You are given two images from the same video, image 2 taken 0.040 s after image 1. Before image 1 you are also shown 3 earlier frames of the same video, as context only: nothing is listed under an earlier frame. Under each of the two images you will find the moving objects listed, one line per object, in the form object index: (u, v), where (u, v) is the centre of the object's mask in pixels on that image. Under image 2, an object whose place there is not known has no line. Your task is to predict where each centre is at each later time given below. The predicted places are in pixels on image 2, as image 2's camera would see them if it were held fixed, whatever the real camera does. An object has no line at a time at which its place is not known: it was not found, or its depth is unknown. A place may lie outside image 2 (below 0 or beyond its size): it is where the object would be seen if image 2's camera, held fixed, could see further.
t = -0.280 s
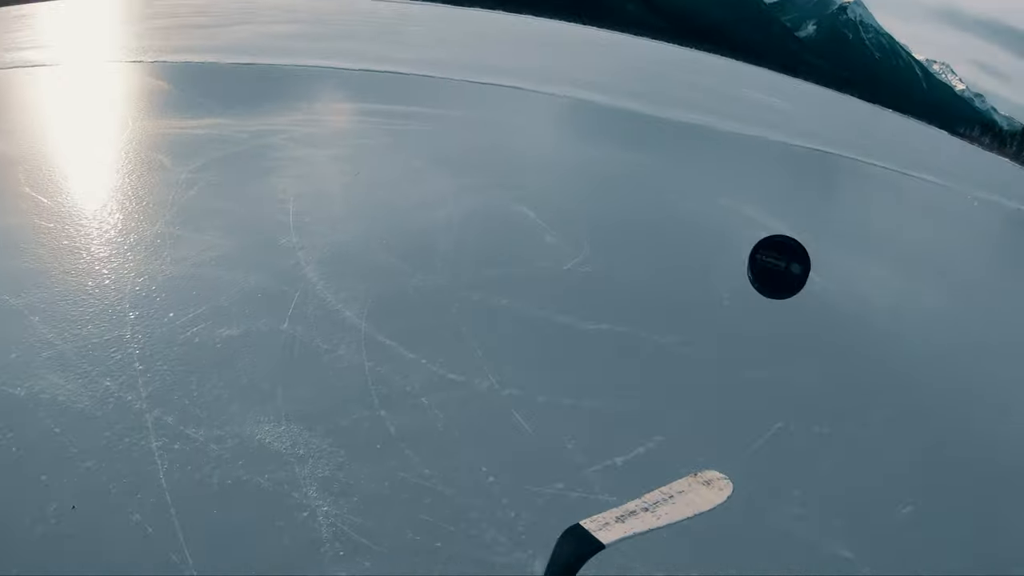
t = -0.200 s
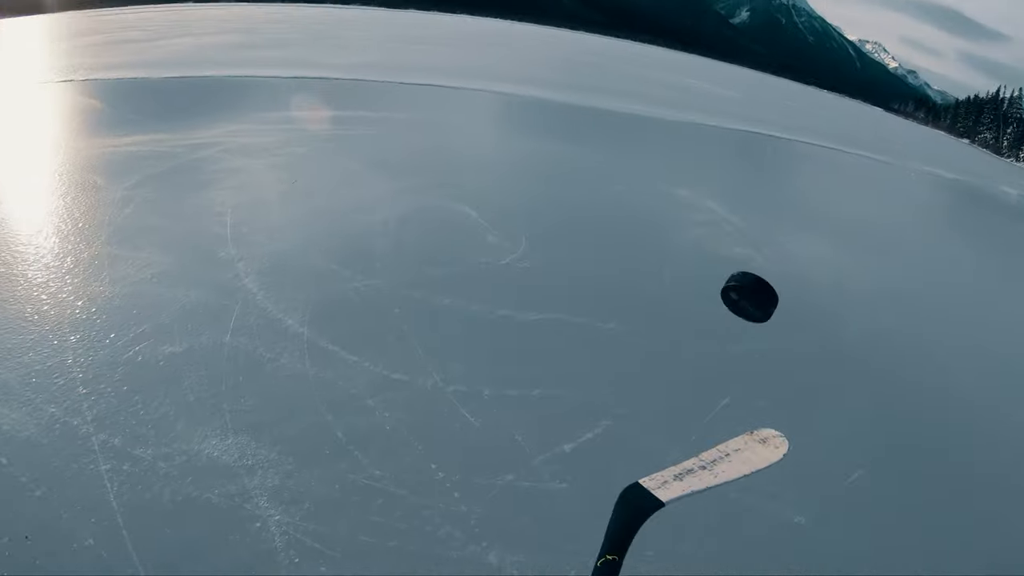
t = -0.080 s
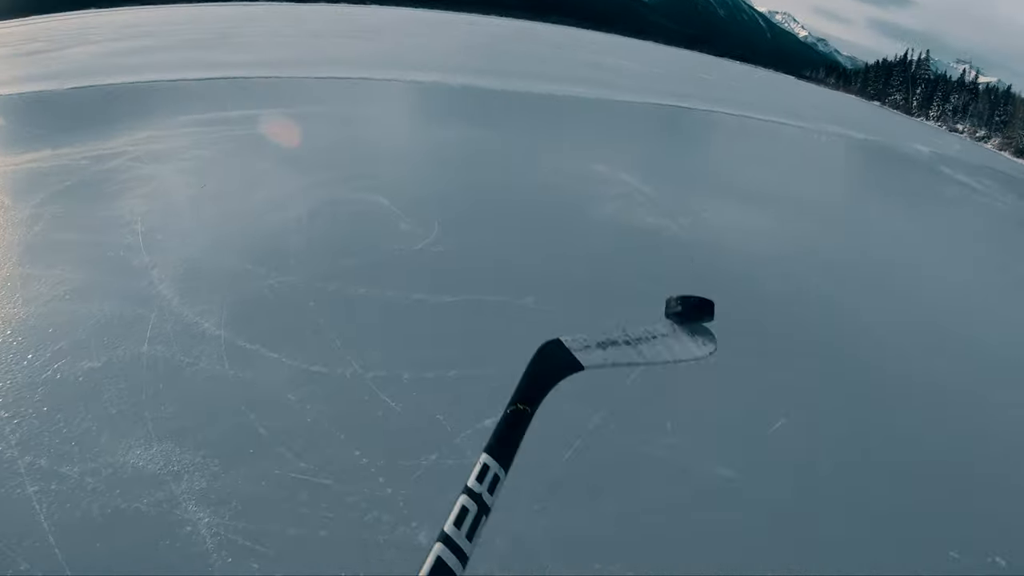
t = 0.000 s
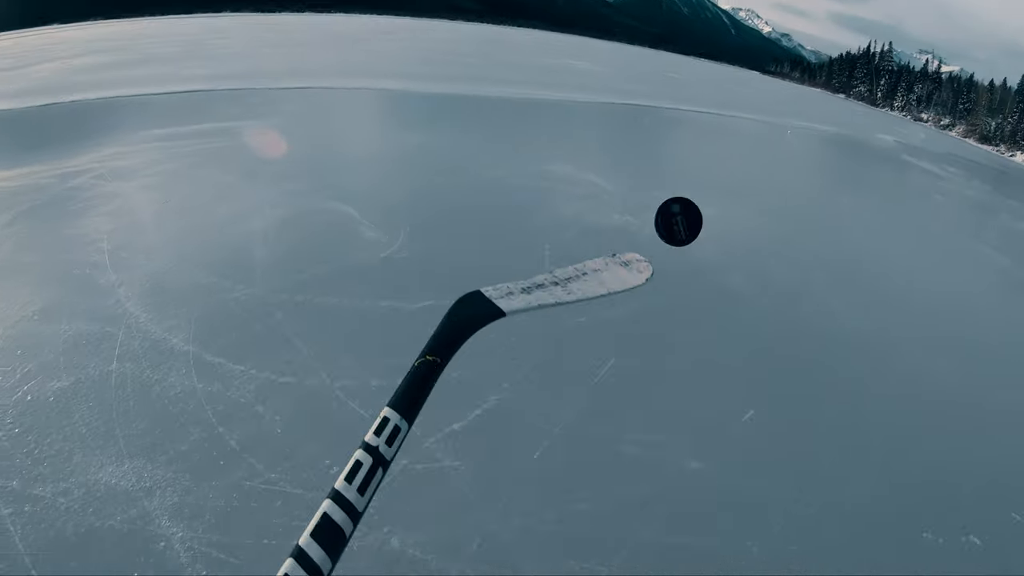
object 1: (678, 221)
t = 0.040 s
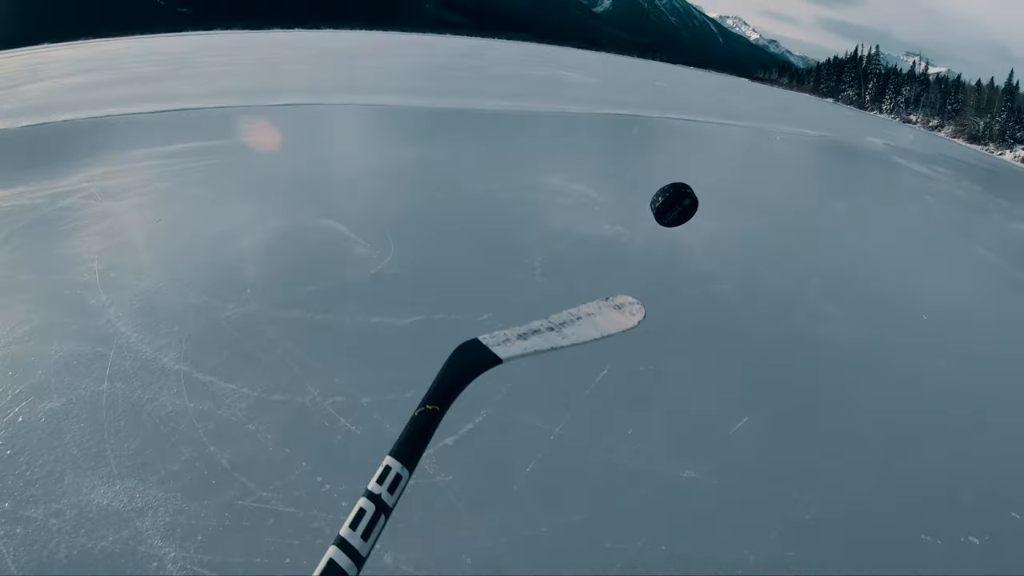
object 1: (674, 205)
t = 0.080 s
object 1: (678, 188)
